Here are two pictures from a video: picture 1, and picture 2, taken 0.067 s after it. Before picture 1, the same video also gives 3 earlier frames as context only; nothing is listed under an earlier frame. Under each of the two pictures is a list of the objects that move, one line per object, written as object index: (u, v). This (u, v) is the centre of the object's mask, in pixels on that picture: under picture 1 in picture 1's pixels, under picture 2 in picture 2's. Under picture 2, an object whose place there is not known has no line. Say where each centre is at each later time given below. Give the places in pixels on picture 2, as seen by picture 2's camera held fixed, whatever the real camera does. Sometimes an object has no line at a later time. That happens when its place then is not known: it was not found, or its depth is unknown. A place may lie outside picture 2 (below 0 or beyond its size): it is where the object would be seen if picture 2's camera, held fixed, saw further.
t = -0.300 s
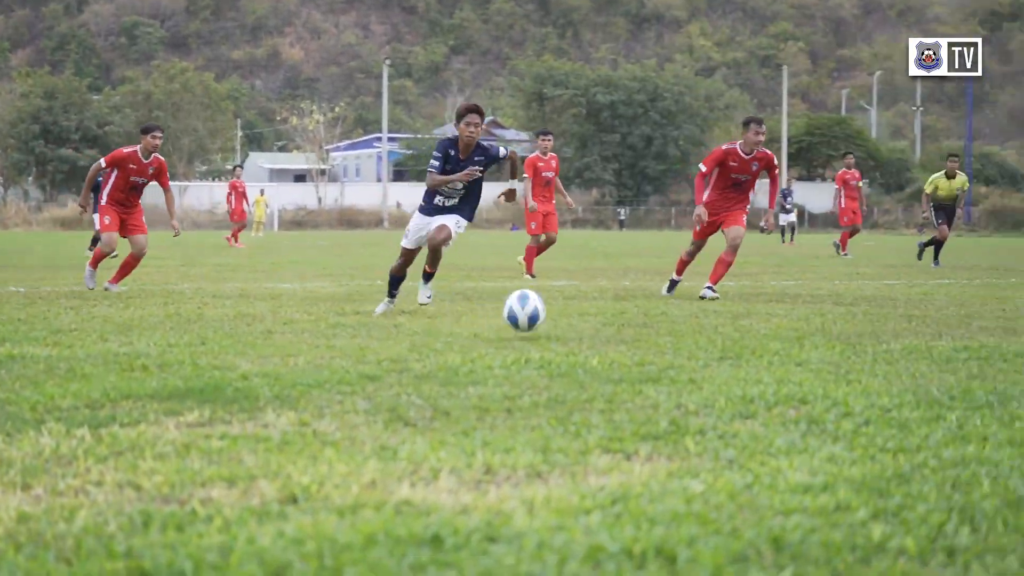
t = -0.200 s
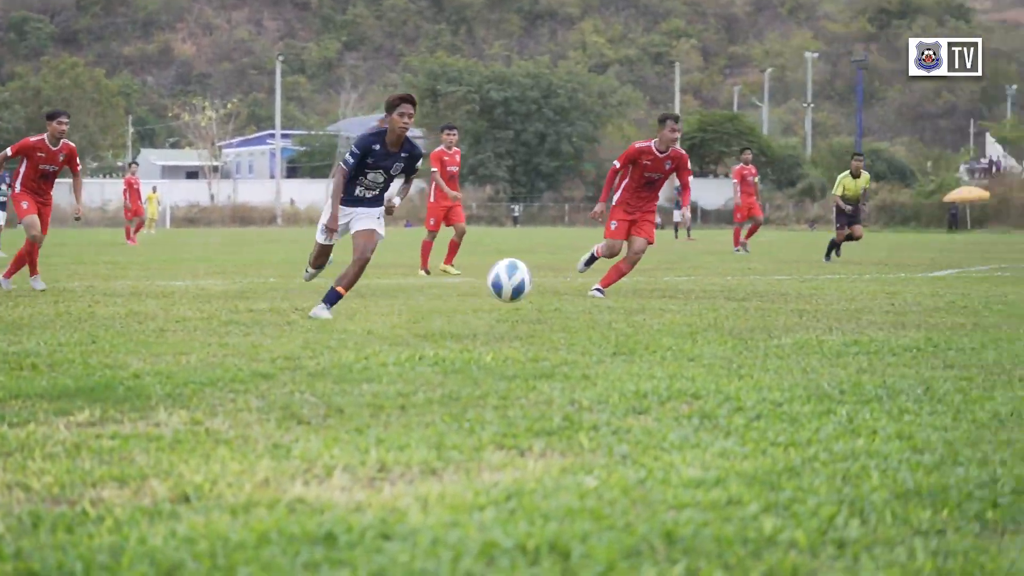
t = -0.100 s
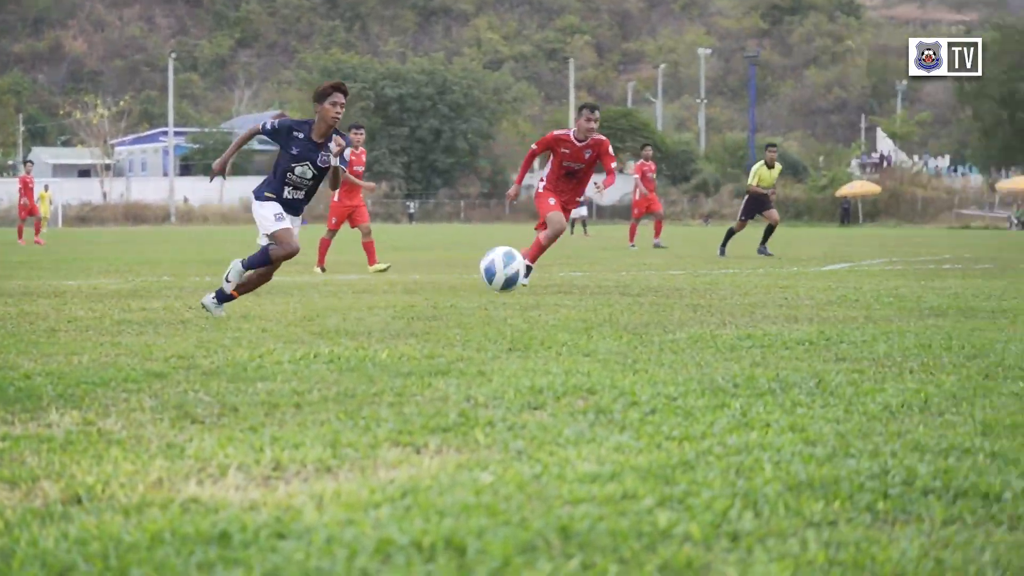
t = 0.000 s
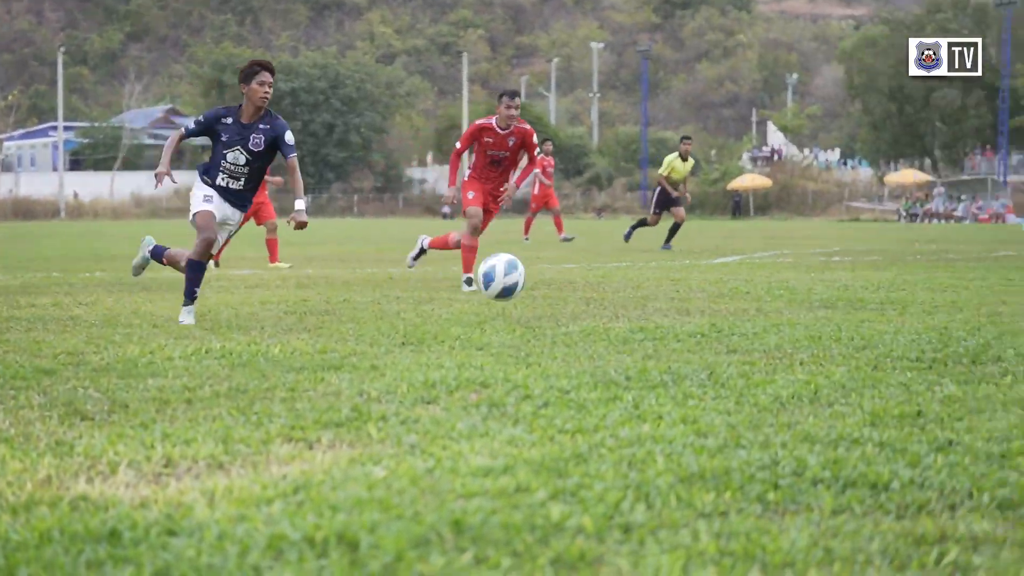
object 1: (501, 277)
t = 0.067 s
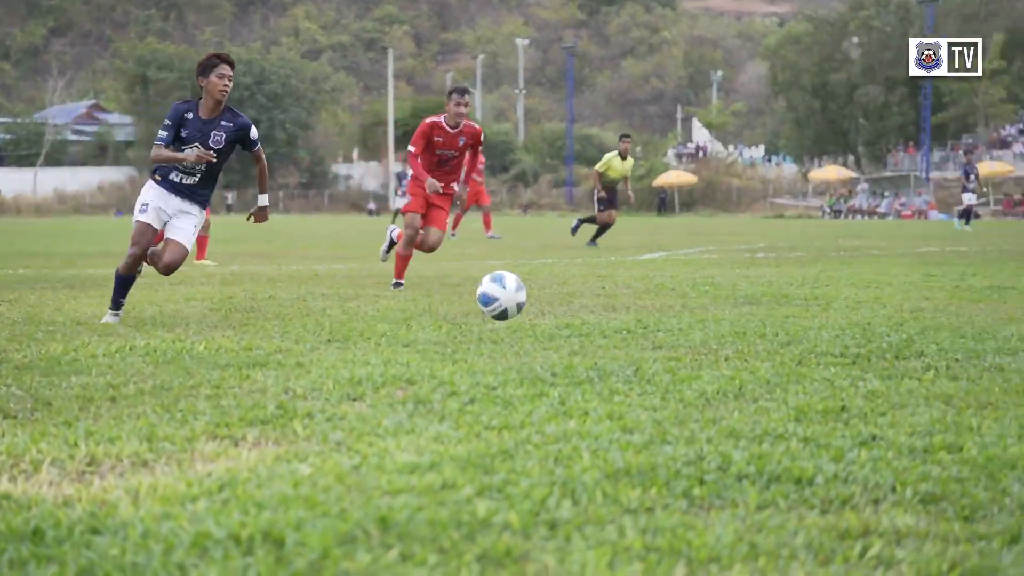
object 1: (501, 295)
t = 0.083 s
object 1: (518, 303)
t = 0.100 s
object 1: (535, 310)
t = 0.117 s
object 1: (552, 320)
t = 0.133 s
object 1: (570, 327)
